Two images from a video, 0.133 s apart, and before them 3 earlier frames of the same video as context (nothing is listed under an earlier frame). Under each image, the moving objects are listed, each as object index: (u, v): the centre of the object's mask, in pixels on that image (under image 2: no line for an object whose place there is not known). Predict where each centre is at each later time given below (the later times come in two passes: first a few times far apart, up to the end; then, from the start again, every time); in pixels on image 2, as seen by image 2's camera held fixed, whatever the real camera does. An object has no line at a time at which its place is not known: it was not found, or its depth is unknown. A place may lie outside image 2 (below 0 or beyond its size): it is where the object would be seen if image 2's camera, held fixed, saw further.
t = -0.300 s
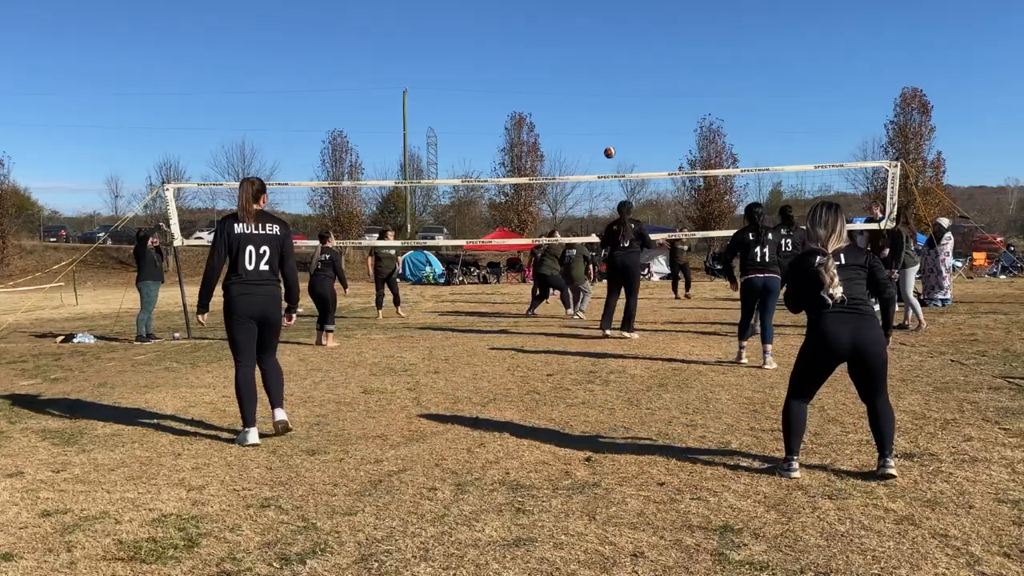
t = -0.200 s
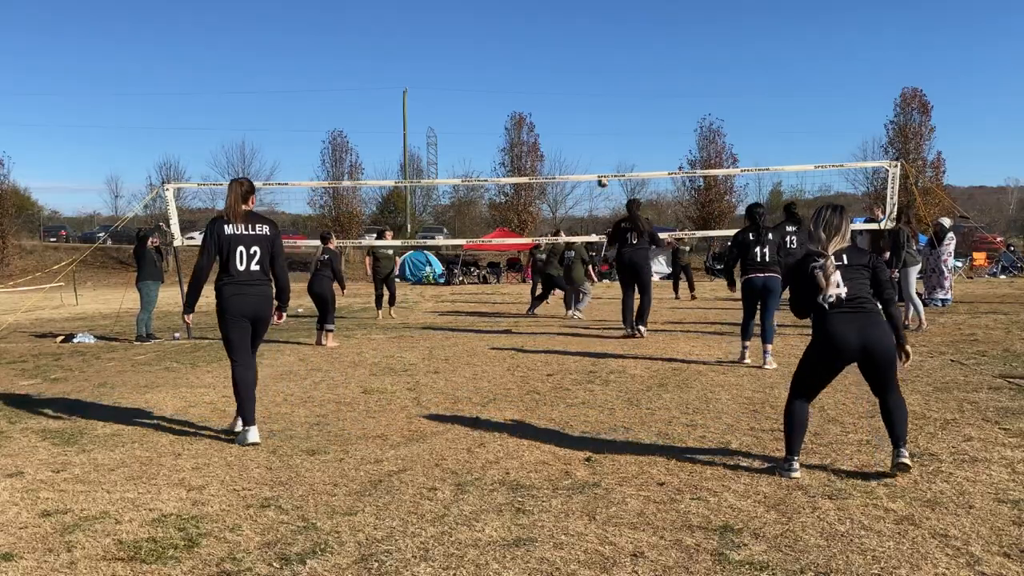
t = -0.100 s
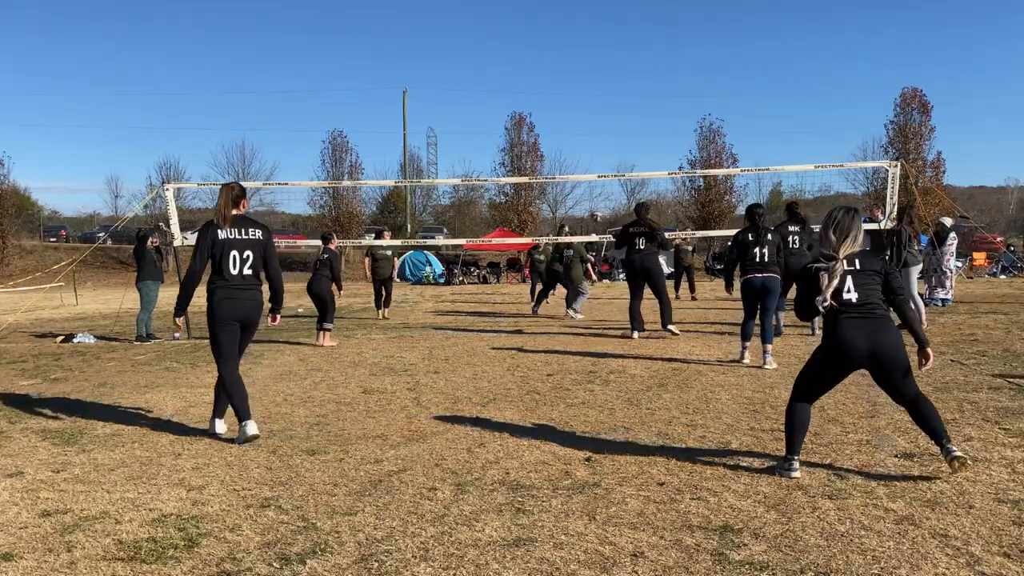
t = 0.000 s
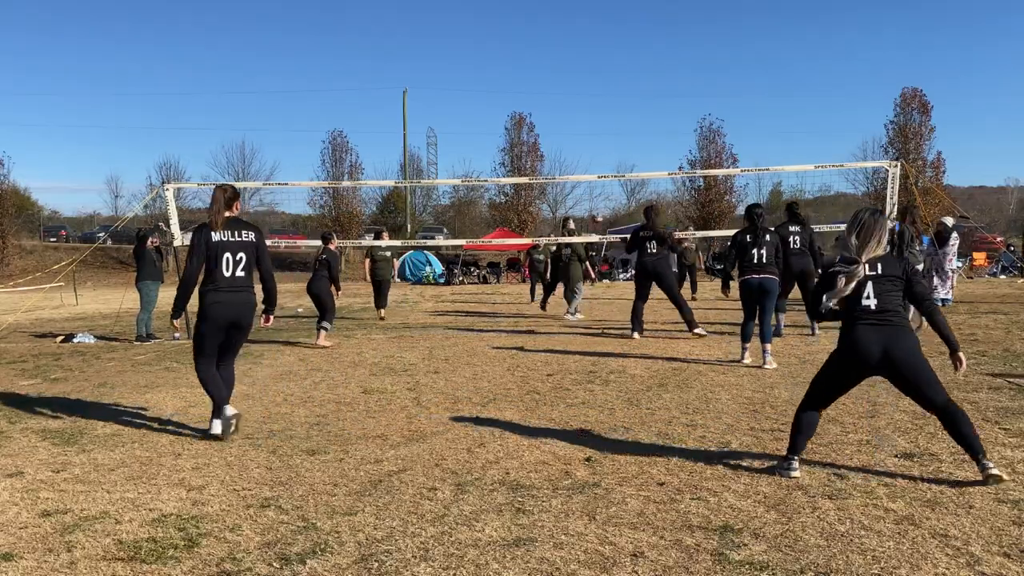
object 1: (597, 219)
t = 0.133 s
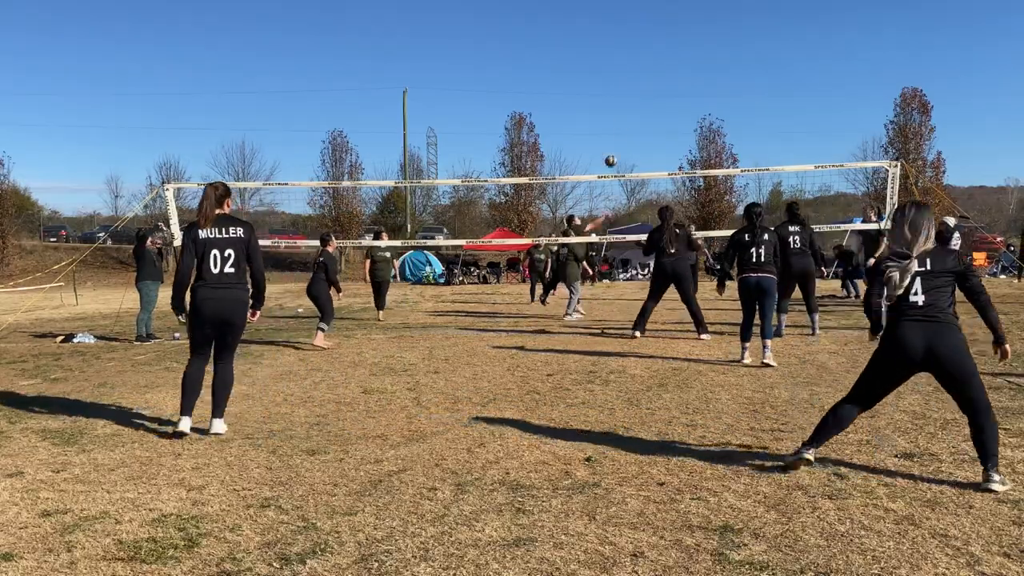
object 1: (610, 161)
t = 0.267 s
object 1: (625, 113)
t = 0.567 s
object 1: (658, 43)
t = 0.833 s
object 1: (688, 26)
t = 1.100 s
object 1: (717, 52)
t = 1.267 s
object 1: (735, 91)
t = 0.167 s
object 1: (614, 148)
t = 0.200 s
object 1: (617, 136)
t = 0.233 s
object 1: (621, 124)
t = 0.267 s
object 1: (625, 113)
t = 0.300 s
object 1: (629, 103)
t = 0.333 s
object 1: (632, 93)
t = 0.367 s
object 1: (636, 83)
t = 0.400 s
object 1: (640, 75)
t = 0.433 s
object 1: (643, 68)
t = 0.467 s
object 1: (647, 60)
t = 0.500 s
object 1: (651, 54)
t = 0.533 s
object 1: (655, 48)
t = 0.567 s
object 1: (658, 43)
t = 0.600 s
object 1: (662, 38)
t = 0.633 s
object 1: (666, 35)
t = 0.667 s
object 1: (670, 32)
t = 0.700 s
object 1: (673, 29)
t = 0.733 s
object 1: (677, 28)
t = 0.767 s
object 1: (681, 27)
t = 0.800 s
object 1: (684, 26)
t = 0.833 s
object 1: (688, 26)
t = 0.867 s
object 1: (692, 27)
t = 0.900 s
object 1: (695, 29)
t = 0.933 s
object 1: (699, 31)
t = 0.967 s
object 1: (703, 34)
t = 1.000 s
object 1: (707, 37)
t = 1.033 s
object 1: (710, 41)
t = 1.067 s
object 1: (714, 47)
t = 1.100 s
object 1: (717, 52)
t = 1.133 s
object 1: (720, 58)
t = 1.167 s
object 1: (724, 66)
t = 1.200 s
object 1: (728, 73)
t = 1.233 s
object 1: (731, 82)
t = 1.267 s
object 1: (735, 91)
